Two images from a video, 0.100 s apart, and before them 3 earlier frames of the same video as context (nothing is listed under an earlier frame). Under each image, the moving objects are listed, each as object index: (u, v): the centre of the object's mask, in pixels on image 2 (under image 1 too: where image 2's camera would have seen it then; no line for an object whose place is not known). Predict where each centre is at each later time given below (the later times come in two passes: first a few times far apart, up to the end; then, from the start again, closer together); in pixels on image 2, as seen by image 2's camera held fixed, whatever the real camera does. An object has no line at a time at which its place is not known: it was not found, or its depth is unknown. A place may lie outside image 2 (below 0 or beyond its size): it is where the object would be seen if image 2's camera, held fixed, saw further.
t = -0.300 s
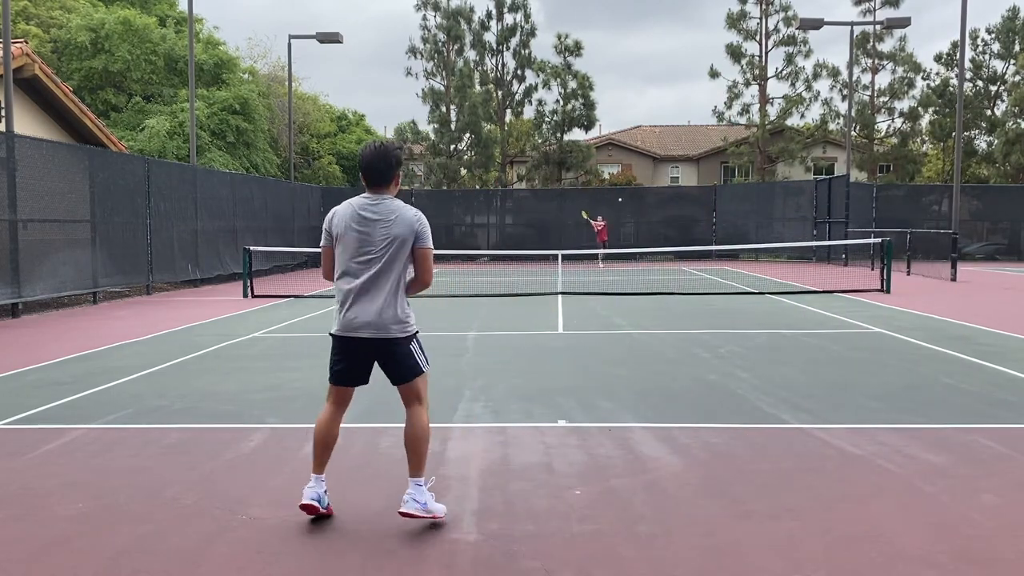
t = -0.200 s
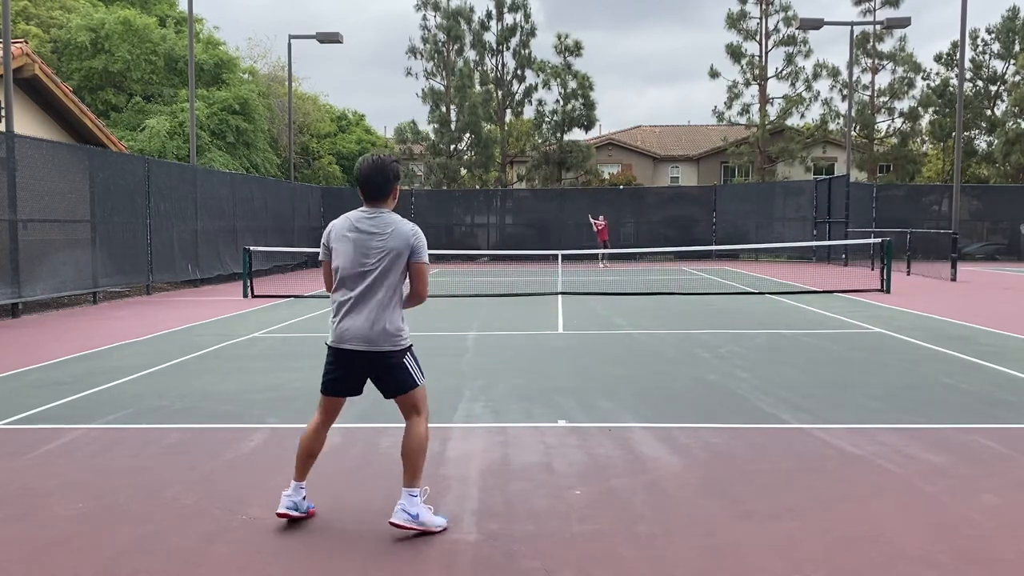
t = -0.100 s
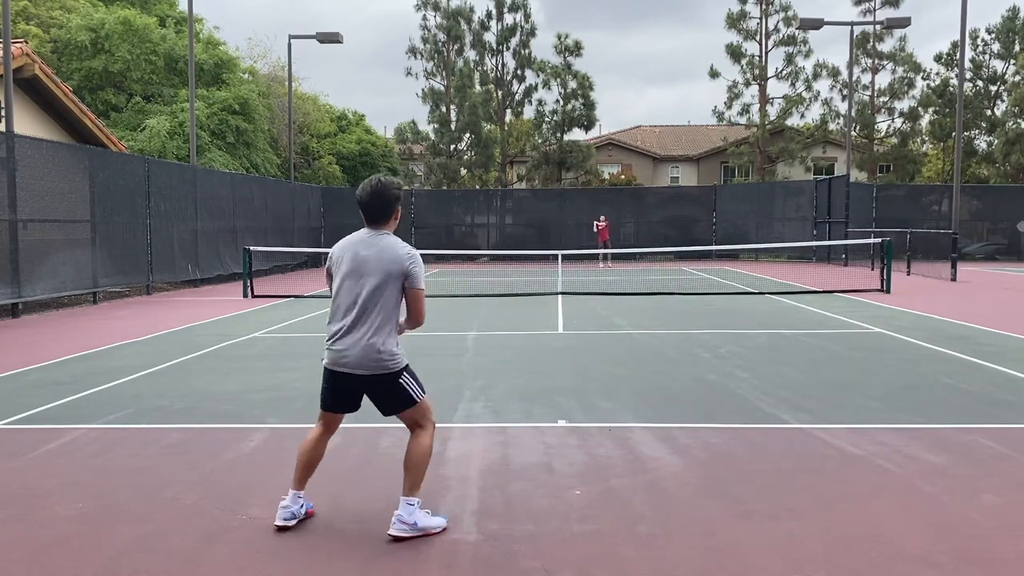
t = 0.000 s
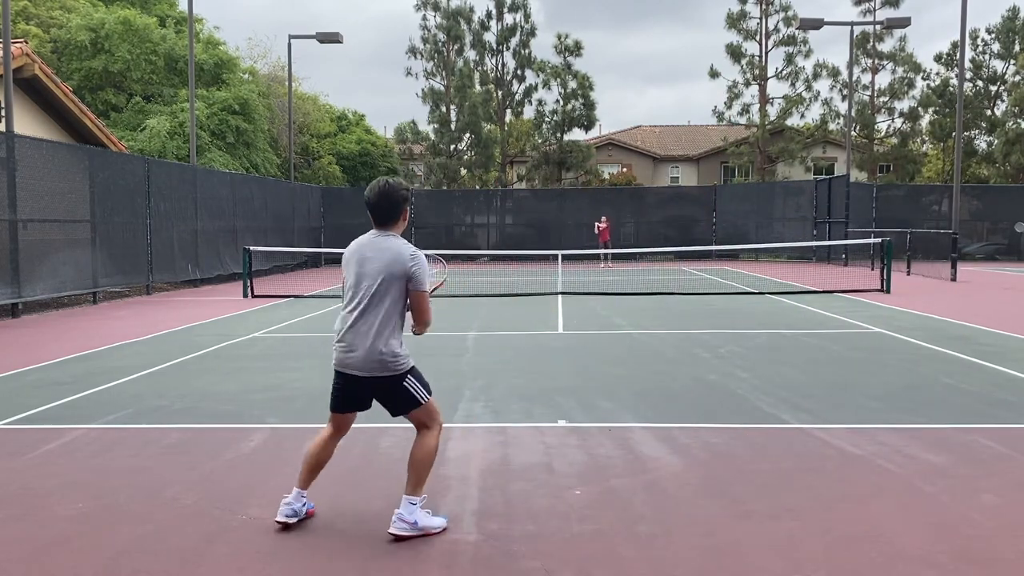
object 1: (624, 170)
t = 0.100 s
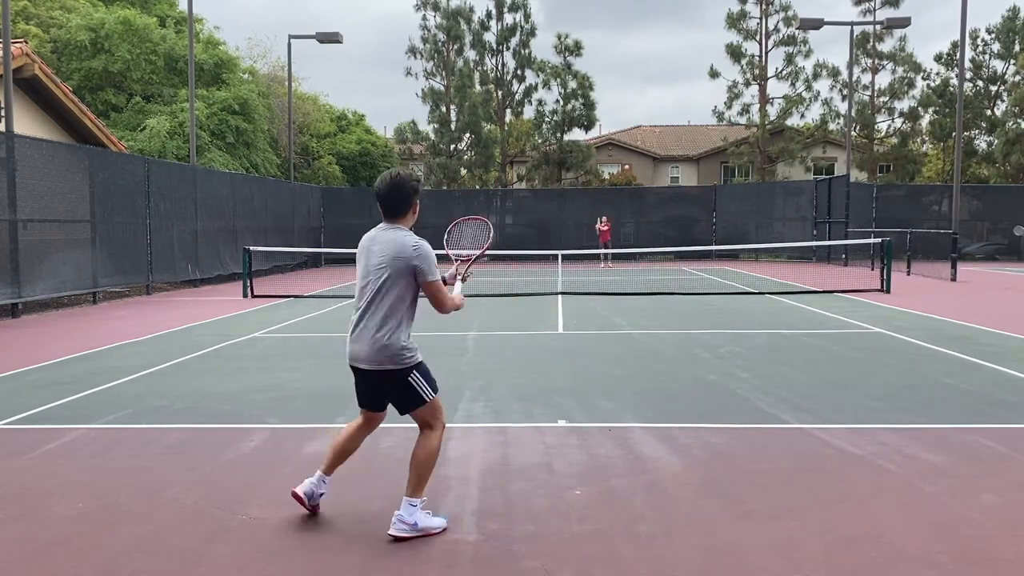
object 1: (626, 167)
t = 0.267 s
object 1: (631, 174)
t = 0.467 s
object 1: (640, 216)
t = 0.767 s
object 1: (665, 379)
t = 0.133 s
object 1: (627, 167)
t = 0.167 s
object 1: (628, 168)
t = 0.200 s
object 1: (629, 169)
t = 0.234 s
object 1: (630, 171)
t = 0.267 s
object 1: (631, 174)
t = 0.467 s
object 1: (640, 216)
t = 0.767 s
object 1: (665, 379)
